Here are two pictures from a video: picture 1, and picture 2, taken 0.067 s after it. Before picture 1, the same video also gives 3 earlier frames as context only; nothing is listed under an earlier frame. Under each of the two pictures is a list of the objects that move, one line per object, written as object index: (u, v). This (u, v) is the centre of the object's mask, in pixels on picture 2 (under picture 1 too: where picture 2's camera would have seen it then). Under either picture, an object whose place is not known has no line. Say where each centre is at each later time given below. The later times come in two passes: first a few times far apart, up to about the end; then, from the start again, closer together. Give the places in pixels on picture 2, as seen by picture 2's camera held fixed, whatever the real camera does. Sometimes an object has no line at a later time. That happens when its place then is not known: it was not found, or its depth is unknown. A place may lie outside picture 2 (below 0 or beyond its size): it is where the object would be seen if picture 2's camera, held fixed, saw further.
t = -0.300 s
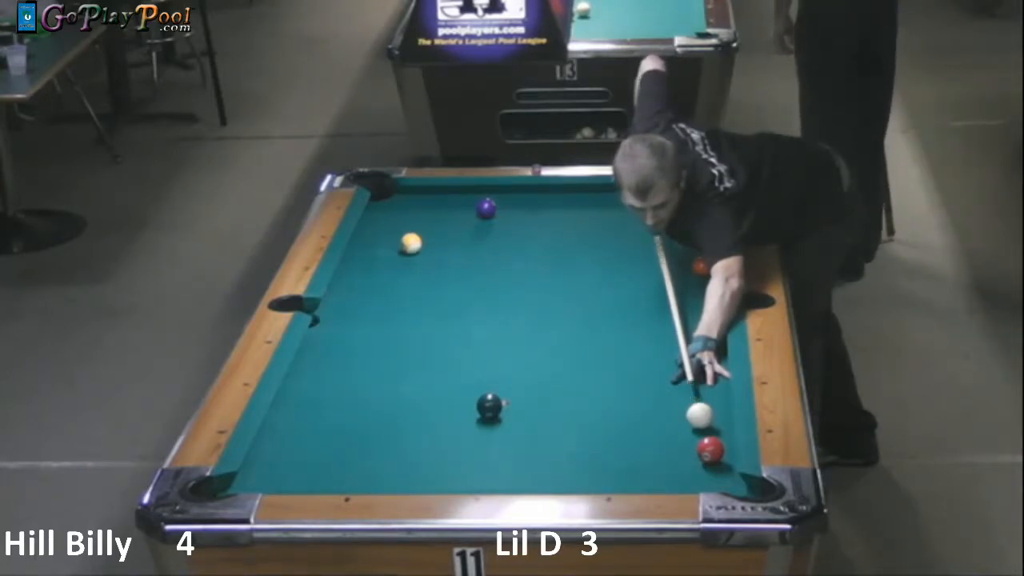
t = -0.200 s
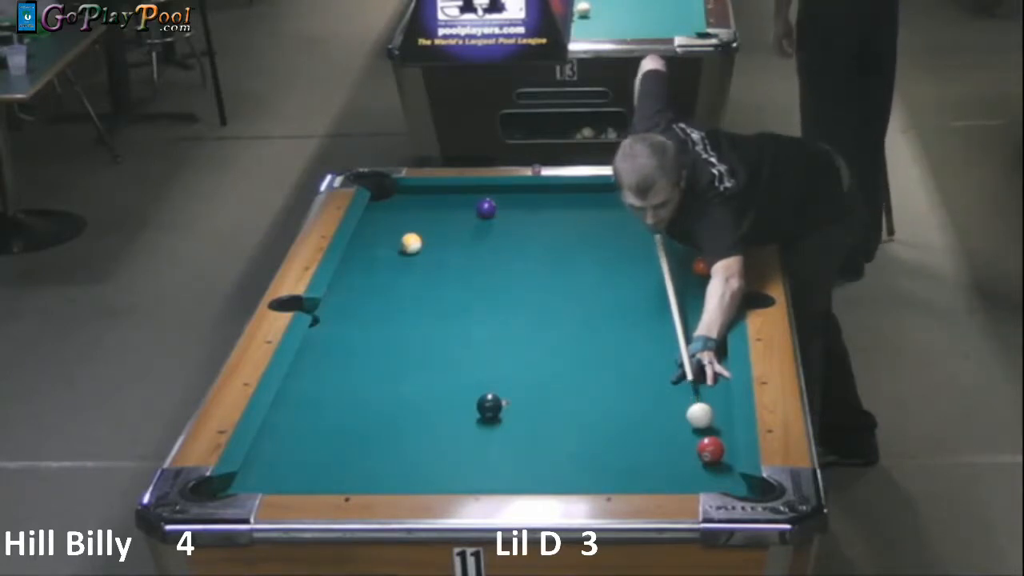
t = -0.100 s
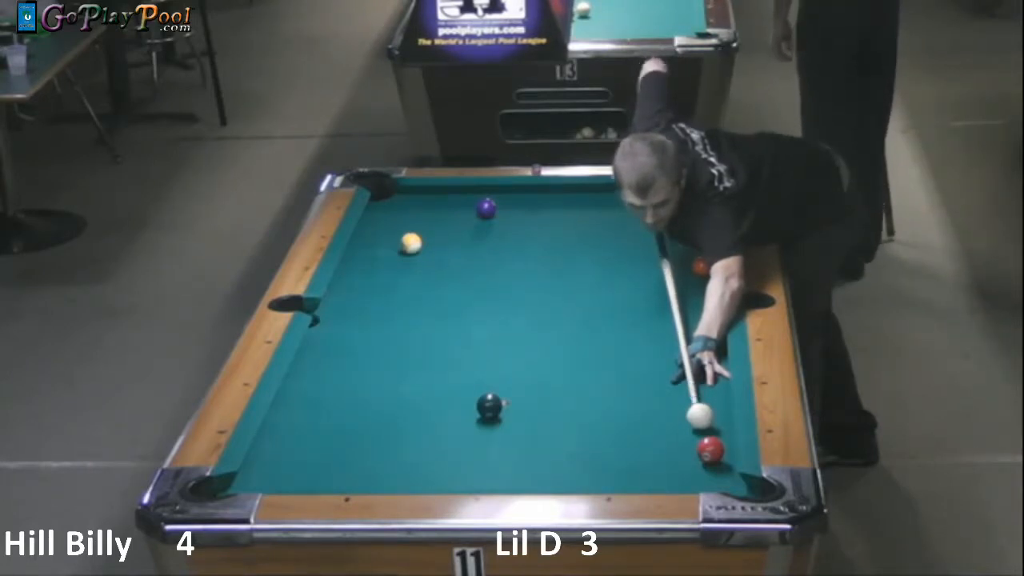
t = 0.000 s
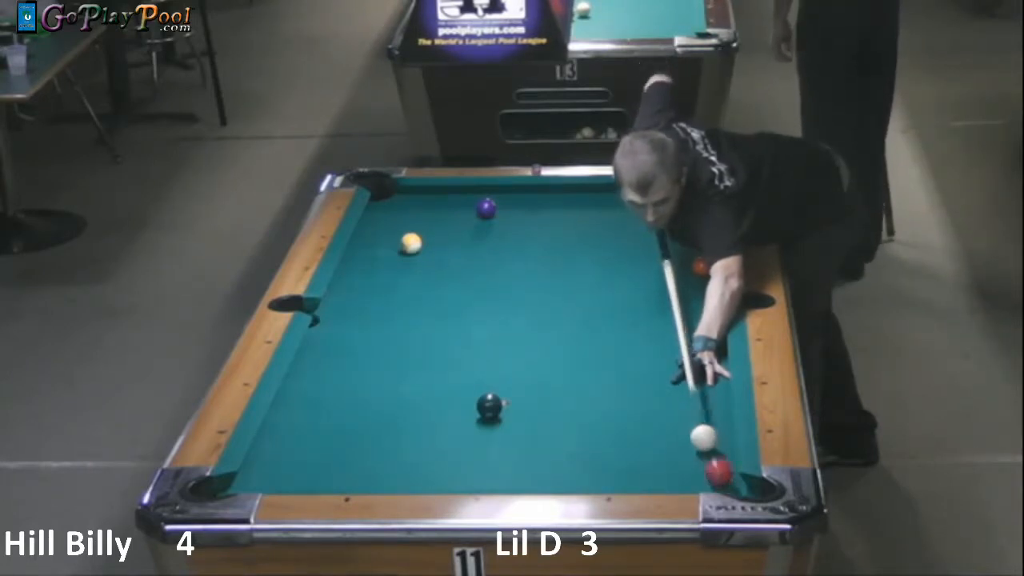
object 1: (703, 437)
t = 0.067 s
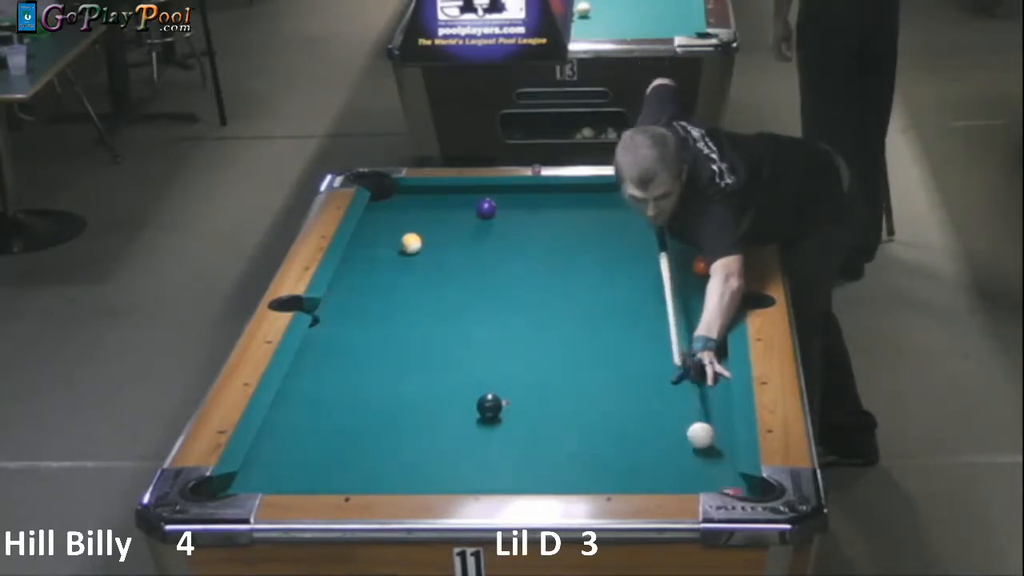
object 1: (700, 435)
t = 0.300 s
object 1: (689, 415)
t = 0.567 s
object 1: (676, 395)
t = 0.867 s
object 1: (663, 374)
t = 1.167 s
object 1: (653, 358)
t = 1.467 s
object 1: (642, 339)
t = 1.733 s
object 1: (634, 326)
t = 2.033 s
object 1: (625, 312)
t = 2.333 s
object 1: (618, 300)
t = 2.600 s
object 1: (612, 291)
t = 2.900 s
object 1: (606, 281)
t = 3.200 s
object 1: (600, 273)
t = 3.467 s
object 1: (596, 266)
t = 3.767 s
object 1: (593, 260)
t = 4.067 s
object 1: (590, 255)
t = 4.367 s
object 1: (588, 251)
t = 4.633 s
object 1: (587, 248)
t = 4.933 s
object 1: (585, 245)
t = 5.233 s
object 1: (585, 244)
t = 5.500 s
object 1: (585, 243)
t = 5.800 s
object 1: (585, 243)
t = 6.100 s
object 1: (585, 243)
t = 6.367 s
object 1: (585, 243)
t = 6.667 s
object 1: (585, 243)
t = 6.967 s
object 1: (585, 243)
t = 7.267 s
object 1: (585, 243)
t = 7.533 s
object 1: (585, 243)
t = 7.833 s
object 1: (585, 243)
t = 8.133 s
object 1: (585, 243)
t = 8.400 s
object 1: (585, 243)
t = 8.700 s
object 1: (585, 244)
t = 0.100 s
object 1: (699, 432)
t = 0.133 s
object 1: (697, 429)
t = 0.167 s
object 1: (695, 426)
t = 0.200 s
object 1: (693, 424)
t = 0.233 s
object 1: (692, 421)
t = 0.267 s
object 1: (690, 418)
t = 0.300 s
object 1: (689, 415)
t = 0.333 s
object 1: (687, 413)
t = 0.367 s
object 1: (685, 410)
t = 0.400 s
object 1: (684, 407)
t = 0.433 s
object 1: (682, 405)
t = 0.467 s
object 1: (680, 402)
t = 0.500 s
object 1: (679, 400)
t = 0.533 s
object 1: (677, 397)
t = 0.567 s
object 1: (676, 395)
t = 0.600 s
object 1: (674, 393)
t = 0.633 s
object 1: (673, 390)
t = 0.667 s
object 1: (671, 388)
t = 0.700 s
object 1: (670, 385)
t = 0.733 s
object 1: (668, 383)
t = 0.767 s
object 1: (667, 381)
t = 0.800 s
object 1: (666, 378)
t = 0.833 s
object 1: (665, 376)
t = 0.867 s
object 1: (663, 374)
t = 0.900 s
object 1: (662, 373)
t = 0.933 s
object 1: (660, 370)
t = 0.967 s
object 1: (660, 369)
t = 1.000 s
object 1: (659, 368)
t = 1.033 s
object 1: (658, 367)
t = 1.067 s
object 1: (657, 365)
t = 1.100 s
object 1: (656, 363)
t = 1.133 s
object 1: (654, 360)
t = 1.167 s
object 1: (653, 358)
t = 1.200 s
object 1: (652, 357)
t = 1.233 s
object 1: (651, 356)
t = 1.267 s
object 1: (651, 355)
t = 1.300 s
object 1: (649, 352)
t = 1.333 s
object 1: (645, 346)
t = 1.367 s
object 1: (644, 345)
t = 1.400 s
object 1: (644, 343)
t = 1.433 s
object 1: (643, 341)
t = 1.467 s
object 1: (642, 339)
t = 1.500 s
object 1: (640, 337)
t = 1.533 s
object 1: (639, 336)
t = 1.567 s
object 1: (639, 334)
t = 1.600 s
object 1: (638, 332)
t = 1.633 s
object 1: (637, 331)
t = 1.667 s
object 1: (636, 329)
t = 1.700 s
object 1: (635, 327)
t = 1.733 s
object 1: (634, 326)
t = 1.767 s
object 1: (633, 324)
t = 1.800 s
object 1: (632, 323)
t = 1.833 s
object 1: (631, 321)
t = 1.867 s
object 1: (630, 320)
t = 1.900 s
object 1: (629, 318)
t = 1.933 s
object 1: (628, 316)
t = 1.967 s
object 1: (627, 315)
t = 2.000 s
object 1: (626, 313)
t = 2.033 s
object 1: (625, 312)
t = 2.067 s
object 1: (625, 311)
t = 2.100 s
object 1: (624, 309)
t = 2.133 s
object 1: (623, 308)
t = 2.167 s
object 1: (622, 307)
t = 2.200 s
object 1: (621, 305)
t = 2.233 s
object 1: (620, 304)
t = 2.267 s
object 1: (620, 303)
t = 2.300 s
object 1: (619, 301)
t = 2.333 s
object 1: (618, 300)
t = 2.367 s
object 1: (617, 299)
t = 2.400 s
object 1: (616, 298)
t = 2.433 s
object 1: (615, 296)
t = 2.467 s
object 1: (615, 295)
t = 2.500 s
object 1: (614, 294)
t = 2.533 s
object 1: (613, 293)
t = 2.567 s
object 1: (613, 292)
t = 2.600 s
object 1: (612, 291)
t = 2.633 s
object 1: (611, 290)
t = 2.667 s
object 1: (611, 288)
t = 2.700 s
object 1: (610, 287)
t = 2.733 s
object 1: (609, 286)
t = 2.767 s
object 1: (609, 285)
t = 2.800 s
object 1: (608, 284)
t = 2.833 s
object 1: (607, 283)
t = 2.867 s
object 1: (607, 282)
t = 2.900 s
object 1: (606, 281)
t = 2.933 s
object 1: (605, 280)
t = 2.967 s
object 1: (604, 279)
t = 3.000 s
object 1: (604, 278)
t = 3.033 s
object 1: (603, 277)
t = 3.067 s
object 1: (603, 276)
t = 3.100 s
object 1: (602, 276)
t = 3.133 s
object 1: (601, 274)
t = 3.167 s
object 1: (601, 274)
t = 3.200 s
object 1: (600, 273)
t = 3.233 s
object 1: (600, 272)
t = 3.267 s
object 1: (599, 271)
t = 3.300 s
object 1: (599, 270)
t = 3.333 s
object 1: (598, 270)
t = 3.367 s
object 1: (598, 269)
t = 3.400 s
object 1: (597, 268)
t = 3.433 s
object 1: (597, 267)
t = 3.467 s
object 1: (596, 266)
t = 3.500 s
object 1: (596, 266)
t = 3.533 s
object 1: (595, 265)
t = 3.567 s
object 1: (595, 264)
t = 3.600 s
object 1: (594, 263)
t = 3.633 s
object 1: (594, 263)
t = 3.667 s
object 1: (594, 262)
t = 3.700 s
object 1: (593, 262)
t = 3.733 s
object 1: (593, 261)
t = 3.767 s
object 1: (593, 260)
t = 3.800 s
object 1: (592, 260)
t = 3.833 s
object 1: (592, 259)
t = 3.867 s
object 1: (592, 259)
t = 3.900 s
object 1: (591, 258)
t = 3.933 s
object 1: (591, 257)
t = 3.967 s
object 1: (590, 257)
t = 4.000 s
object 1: (590, 256)
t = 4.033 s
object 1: (590, 256)
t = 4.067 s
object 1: (590, 255)
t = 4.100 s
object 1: (589, 254)
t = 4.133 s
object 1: (589, 254)
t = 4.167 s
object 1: (589, 253)
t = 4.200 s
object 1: (589, 253)
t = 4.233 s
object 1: (588, 253)
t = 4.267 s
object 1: (588, 252)
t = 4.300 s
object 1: (588, 252)
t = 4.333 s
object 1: (588, 251)
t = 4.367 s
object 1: (588, 251)
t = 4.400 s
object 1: (587, 250)
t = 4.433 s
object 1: (587, 250)
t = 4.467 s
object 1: (587, 249)
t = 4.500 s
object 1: (587, 249)
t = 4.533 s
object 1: (587, 249)
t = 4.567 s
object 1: (587, 248)
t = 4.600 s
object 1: (587, 248)
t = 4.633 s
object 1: (587, 248)
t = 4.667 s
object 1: (586, 248)
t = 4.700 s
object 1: (586, 247)
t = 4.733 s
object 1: (586, 247)
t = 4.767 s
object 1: (586, 247)
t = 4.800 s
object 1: (586, 246)
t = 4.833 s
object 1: (586, 246)
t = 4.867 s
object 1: (586, 246)
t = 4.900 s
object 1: (586, 246)
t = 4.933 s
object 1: (585, 245)
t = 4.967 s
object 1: (585, 245)
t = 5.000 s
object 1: (585, 245)
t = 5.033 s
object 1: (585, 245)
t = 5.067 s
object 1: (585, 245)
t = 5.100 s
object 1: (585, 244)
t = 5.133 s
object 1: (585, 244)
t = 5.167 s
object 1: (585, 244)
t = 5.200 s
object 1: (585, 244)
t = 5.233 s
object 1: (585, 244)
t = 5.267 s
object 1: (585, 244)
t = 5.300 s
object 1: (585, 244)
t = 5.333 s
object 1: (585, 244)
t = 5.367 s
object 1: (585, 243)
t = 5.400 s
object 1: (585, 244)
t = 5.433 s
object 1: (585, 243)
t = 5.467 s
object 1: (585, 243)
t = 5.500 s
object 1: (585, 243)
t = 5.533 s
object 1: (585, 243)
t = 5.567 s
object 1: (585, 243)
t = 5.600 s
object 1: (585, 243)
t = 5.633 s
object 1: (585, 243)
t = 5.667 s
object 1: (585, 243)
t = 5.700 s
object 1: (585, 243)
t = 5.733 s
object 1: (585, 243)
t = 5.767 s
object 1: (585, 243)
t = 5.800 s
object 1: (585, 243)
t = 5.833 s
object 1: (585, 243)
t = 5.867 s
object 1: (585, 243)
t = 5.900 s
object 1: (585, 243)
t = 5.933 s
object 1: (585, 243)
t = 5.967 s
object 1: (585, 243)
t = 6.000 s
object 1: (585, 243)
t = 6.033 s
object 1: (585, 243)
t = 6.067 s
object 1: (585, 243)
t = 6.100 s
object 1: (585, 243)
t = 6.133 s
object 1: (585, 243)
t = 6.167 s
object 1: (585, 243)
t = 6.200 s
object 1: (585, 243)
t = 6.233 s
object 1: (585, 243)
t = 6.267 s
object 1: (585, 243)
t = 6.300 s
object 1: (585, 243)
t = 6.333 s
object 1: (585, 243)
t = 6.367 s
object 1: (585, 243)
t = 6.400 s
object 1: (585, 243)
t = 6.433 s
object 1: (585, 243)
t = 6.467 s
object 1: (585, 243)
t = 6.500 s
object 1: (585, 243)
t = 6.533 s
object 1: (585, 243)
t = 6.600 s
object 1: (585, 243)
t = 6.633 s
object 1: (585, 243)
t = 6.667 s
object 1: (585, 243)
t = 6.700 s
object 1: (585, 243)
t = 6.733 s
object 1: (585, 243)
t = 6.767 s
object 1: (585, 243)
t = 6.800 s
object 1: (585, 243)
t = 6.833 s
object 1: (585, 243)
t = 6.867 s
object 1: (585, 243)
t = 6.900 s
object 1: (585, 243)
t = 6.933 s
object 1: (585, 243)
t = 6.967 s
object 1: (585, 243)
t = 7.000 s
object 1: (585, 243)
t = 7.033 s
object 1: (585, 243)
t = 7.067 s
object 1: (585, 243)
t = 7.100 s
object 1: (585, 243)
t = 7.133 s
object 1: (585, 243)
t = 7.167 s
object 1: (585, 243)
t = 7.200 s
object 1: (585, 243)
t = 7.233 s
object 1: (585, 243)
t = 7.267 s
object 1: (585, 243)
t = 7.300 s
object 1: (585, 243)
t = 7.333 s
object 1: (585, 243)
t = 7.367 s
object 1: (585, 243)
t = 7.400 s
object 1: (585, 243)
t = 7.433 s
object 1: (585, 243)
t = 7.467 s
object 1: (585, 243)
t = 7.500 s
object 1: (585, 243)
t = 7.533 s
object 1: (585, 243)
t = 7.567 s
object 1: (585, 243)
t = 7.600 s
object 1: (585, 243)
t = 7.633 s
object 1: (585, 243)
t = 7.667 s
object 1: (585, 243)
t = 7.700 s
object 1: (585, 243)
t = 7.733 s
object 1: (585, 243)
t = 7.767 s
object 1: (585, 243)
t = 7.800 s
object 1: (585, 243)
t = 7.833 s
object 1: (585, 243)
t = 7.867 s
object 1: (585, 243)
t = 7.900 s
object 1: (585, 243)
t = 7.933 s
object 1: (585, 243)
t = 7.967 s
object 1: (585, 243)
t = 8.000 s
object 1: (585, 243)
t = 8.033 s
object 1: (585, 243)
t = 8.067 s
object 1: (585, 243)
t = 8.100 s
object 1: (585, 243)
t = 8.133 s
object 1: (585, 243)
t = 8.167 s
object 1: (585, 243)
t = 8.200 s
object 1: (585, 243)
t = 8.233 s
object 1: (585, 243)
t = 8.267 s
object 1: (585, 243)
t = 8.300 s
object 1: (585, 243)
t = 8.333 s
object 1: (585, 243)
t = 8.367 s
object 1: (585, 243)
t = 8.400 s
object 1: (585, 243)
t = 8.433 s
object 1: (585, 243)
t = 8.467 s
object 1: (585, 243)
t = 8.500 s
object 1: (585, 243)
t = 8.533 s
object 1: (585, 243)
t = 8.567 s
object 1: (585, 243)
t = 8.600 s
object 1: (585, 243)
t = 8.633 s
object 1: (585, 244)
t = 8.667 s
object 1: (585, 244)
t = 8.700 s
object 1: (585, 244)
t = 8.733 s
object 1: (585, 244)
